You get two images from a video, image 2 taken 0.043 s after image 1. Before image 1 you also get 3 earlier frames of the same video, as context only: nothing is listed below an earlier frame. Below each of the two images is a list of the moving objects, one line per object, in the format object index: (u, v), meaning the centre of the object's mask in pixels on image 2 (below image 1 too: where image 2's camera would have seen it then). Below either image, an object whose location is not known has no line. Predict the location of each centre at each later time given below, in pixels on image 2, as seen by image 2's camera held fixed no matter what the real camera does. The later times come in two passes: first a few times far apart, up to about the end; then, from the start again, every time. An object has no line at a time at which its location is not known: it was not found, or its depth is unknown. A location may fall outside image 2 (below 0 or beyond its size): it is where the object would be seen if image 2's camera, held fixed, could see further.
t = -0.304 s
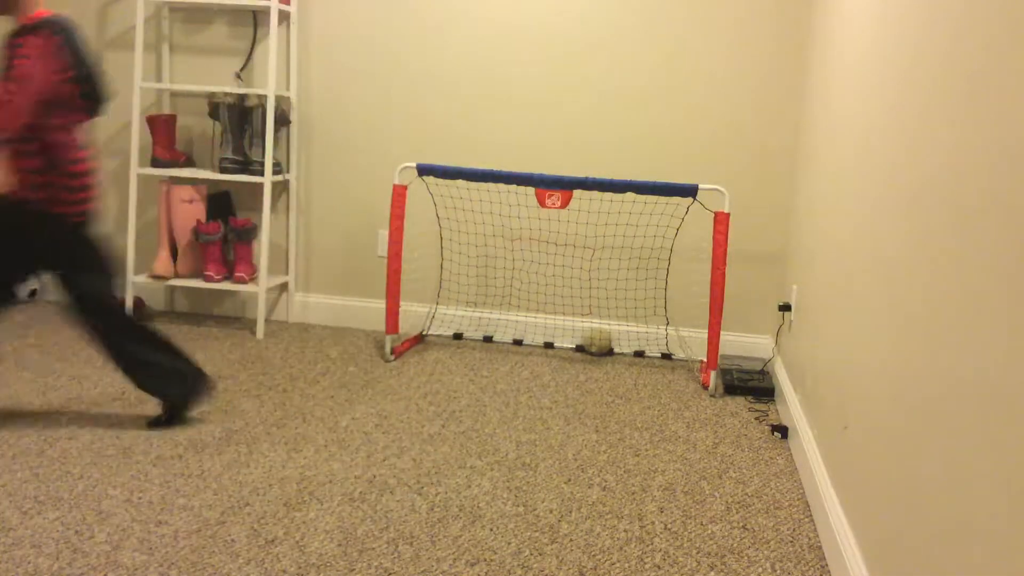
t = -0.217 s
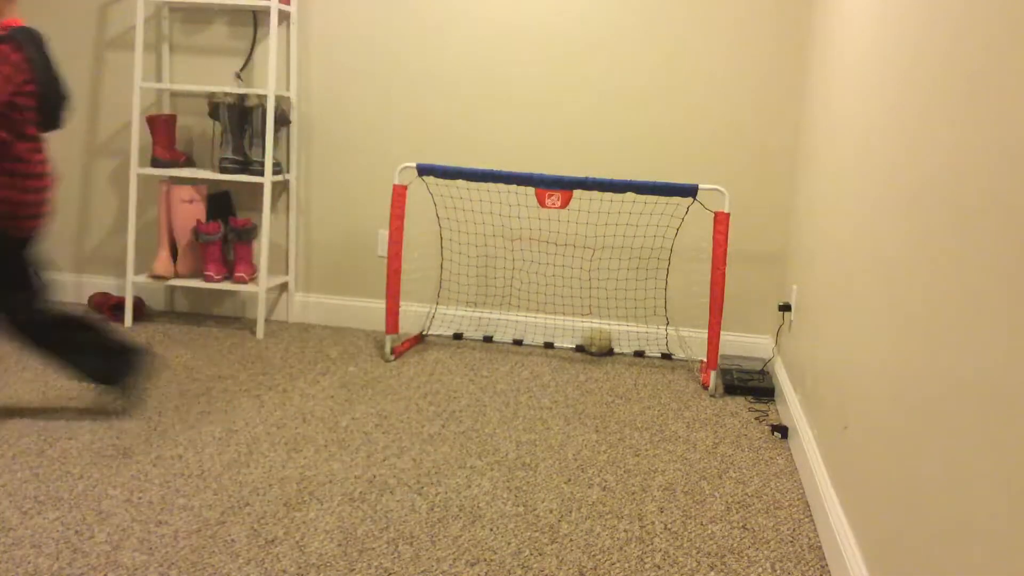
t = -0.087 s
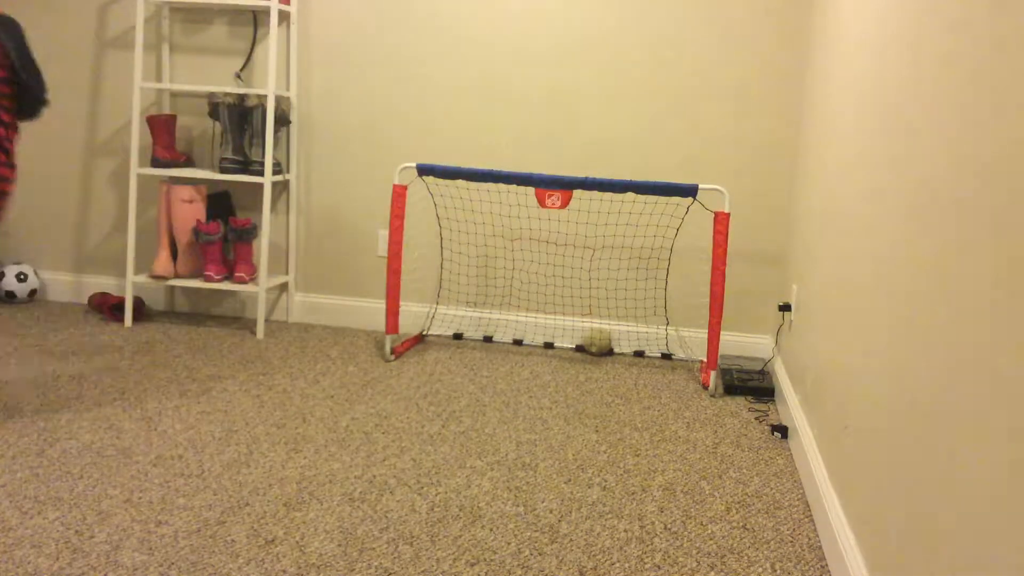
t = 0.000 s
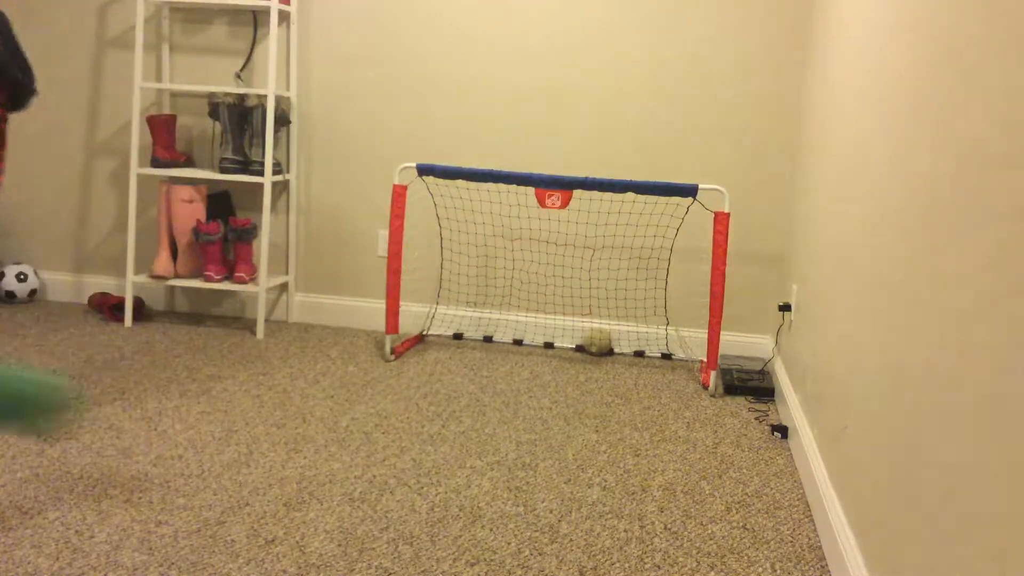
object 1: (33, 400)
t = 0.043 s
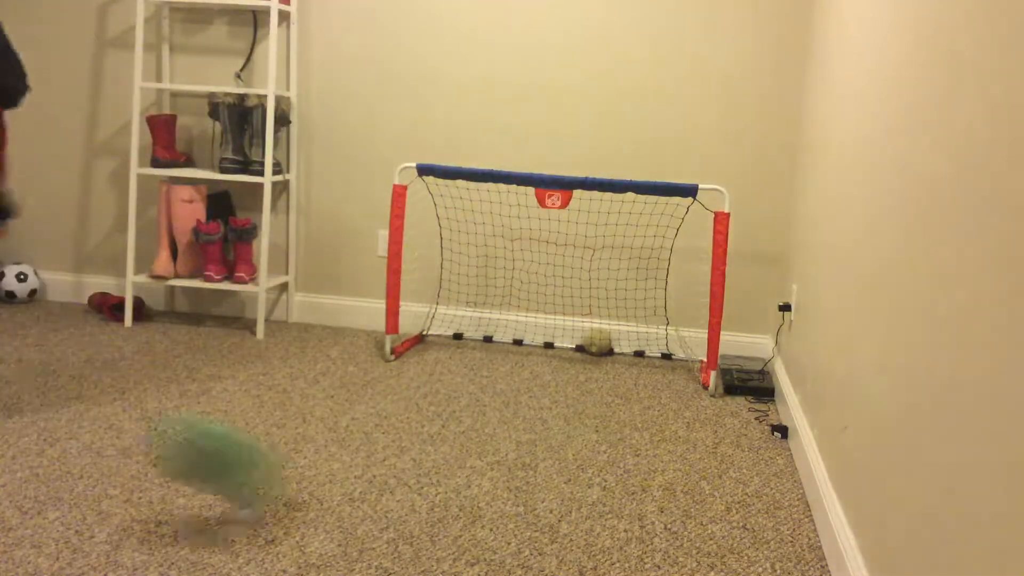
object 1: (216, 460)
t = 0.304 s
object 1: (657, 472)
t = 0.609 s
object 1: (631, 470)
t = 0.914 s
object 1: (470, 441)
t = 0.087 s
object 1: (321, 499)
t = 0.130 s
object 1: (393, 494)
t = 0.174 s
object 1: (456, 478)
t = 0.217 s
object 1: (524, 469)
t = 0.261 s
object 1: (591, 466)
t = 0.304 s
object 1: (657, 472)
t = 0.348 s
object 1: (722, 485)
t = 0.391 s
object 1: (785, 506)
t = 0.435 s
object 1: (797, 499)
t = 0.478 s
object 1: (756, 482)
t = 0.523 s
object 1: (711, 471)
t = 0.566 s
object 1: (671, 467)
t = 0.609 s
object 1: (631, 470)
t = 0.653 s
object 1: (588, 481)
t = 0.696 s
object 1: (546, 498)
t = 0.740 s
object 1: (526, 485)
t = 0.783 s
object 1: (512, 464)
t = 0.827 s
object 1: (498, 451)
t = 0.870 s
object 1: (484, 443)
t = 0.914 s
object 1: (470, 441)
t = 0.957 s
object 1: (454, 446)
